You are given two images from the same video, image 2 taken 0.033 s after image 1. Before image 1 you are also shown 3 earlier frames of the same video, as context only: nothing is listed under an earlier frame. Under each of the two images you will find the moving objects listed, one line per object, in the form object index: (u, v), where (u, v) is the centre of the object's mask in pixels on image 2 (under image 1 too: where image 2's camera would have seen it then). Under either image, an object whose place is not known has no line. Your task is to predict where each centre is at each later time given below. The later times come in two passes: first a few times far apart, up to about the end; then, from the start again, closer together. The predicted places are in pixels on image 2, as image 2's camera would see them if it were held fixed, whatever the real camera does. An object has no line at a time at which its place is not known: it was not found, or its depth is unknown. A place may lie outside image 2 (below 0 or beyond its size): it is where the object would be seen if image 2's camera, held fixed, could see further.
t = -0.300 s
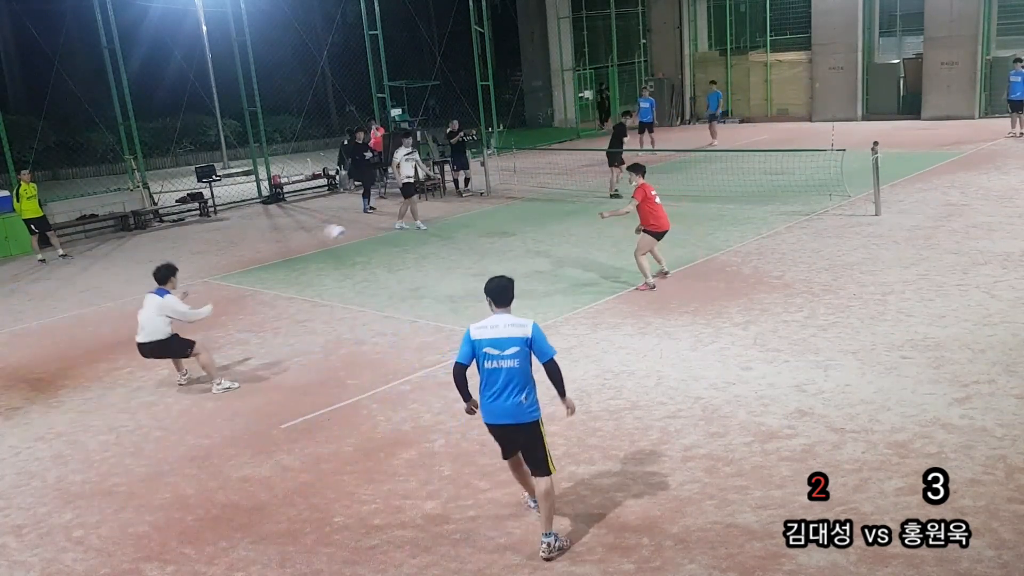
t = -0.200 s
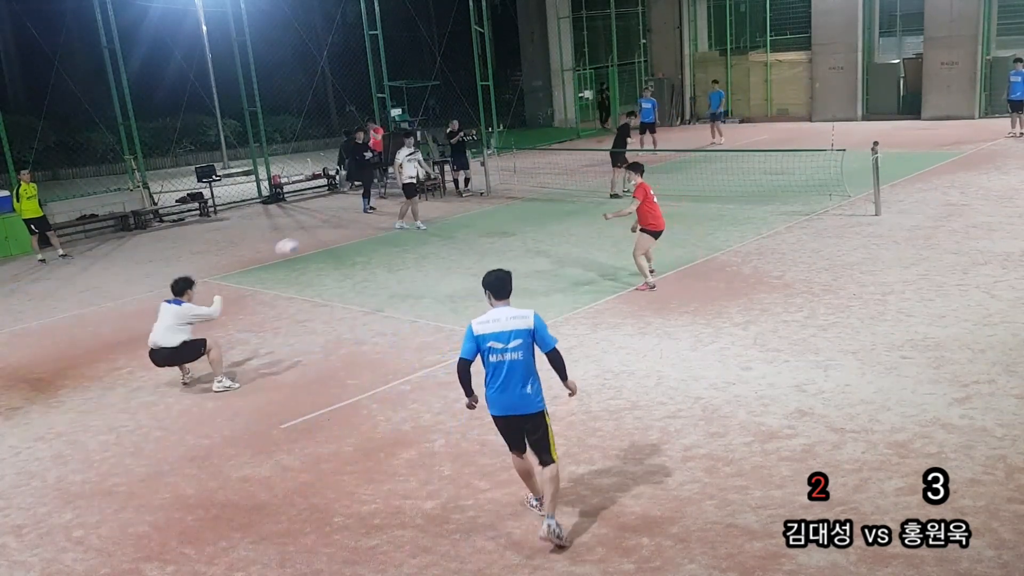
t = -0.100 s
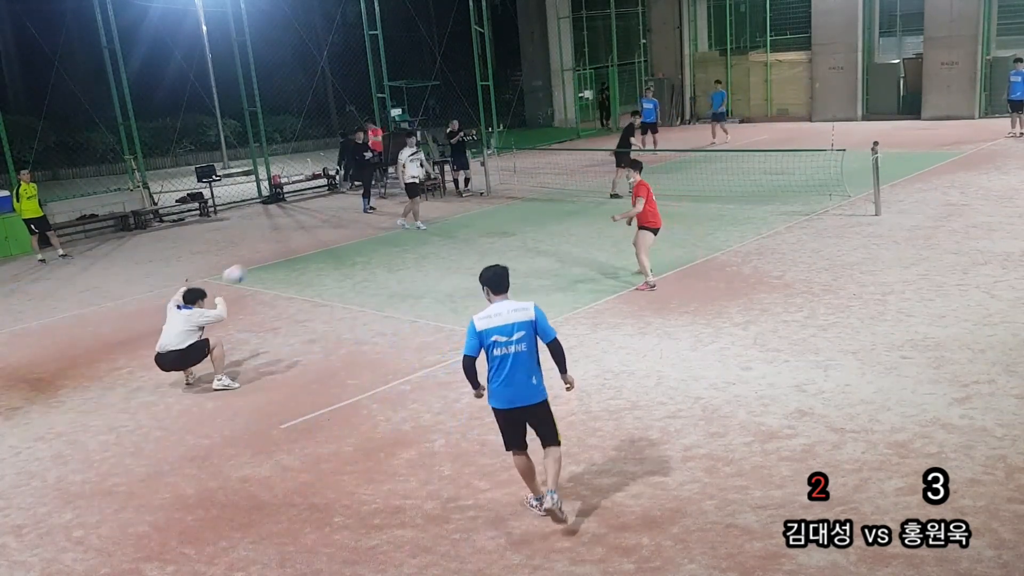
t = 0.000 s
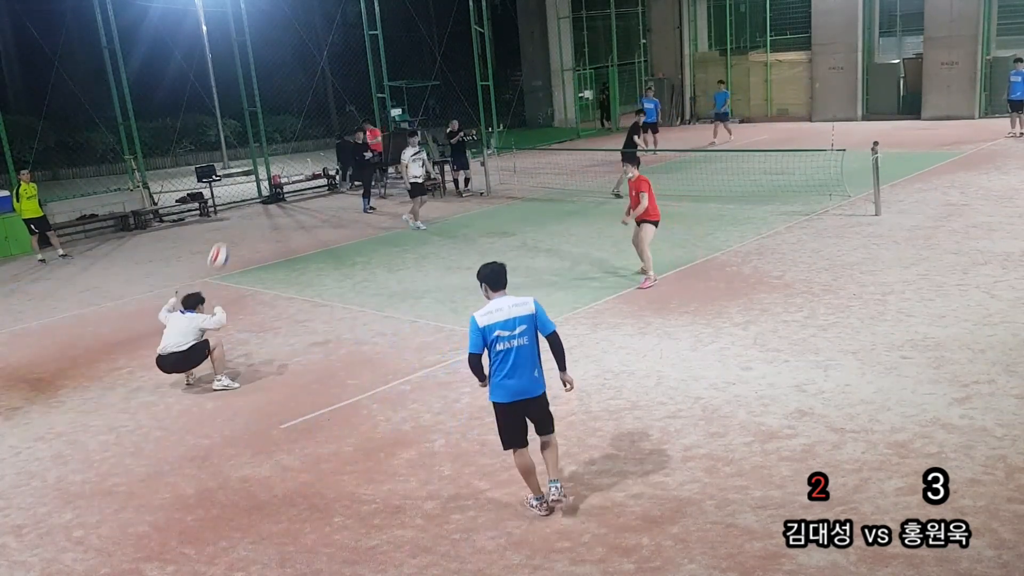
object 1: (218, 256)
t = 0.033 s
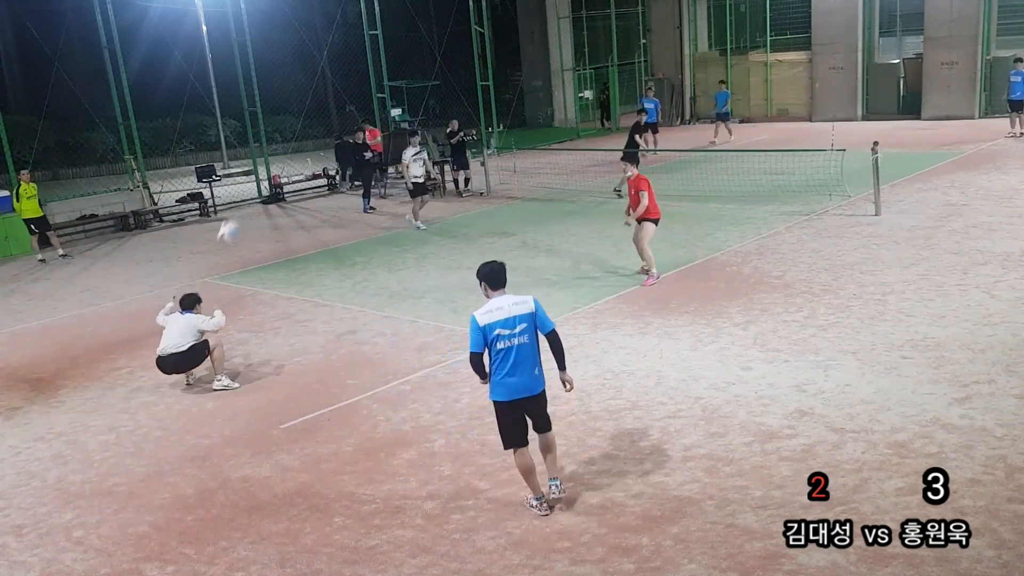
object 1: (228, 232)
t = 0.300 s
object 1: (303, 87)
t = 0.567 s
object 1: (372, 23)
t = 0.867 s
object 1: (444, 24)
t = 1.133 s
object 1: (501, 72)
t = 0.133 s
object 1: (256, 165)
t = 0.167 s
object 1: (267, 148)
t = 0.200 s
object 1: (276, 131)
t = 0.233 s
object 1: (285, 115)
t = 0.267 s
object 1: (294, 101)
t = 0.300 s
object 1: (303, 87)
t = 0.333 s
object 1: (312, 75)
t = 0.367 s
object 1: (321, 64)
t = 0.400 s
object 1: (330, 55)
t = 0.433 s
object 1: (338, 46)
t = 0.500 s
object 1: (355, 32)
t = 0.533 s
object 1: (364, 27)
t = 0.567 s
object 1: (372, 23)
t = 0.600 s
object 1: (381, 19)
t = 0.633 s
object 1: (389, 17)
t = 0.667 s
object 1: (398, 15)
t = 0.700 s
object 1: (406, 15)
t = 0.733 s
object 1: (414, 15)
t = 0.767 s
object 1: (421, 16)
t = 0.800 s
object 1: (429, 18)
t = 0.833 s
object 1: (436, 20)
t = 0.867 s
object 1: (444, 24)
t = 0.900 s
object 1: (452, 28)
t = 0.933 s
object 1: (459, 32)
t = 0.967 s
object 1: (466, 37)
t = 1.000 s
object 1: (474, 43)
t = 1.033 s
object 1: (480, 50)
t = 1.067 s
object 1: (487, 57)
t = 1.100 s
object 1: (495, 65)
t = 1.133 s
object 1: (501, 72)
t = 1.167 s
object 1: (508, 81)
